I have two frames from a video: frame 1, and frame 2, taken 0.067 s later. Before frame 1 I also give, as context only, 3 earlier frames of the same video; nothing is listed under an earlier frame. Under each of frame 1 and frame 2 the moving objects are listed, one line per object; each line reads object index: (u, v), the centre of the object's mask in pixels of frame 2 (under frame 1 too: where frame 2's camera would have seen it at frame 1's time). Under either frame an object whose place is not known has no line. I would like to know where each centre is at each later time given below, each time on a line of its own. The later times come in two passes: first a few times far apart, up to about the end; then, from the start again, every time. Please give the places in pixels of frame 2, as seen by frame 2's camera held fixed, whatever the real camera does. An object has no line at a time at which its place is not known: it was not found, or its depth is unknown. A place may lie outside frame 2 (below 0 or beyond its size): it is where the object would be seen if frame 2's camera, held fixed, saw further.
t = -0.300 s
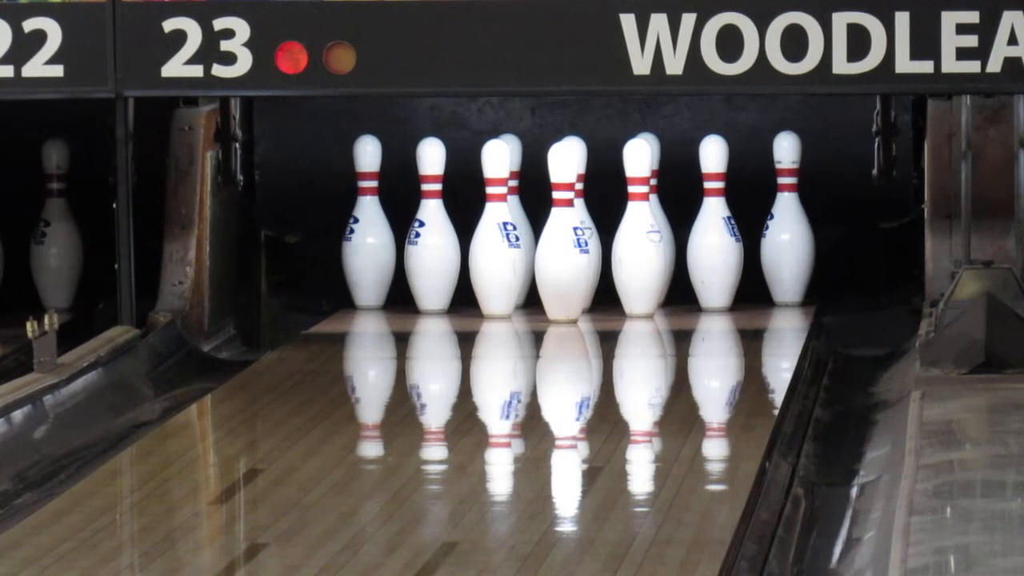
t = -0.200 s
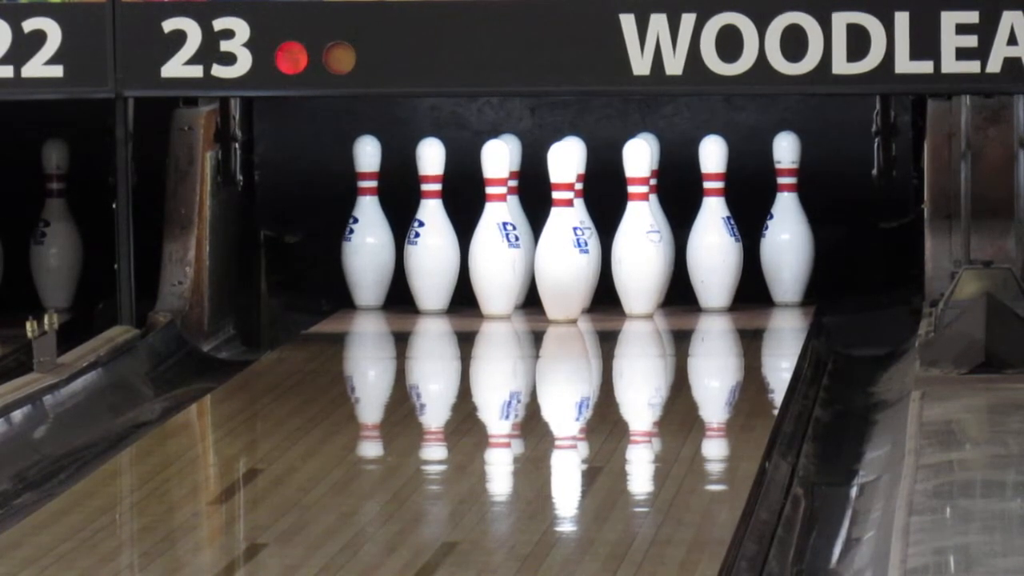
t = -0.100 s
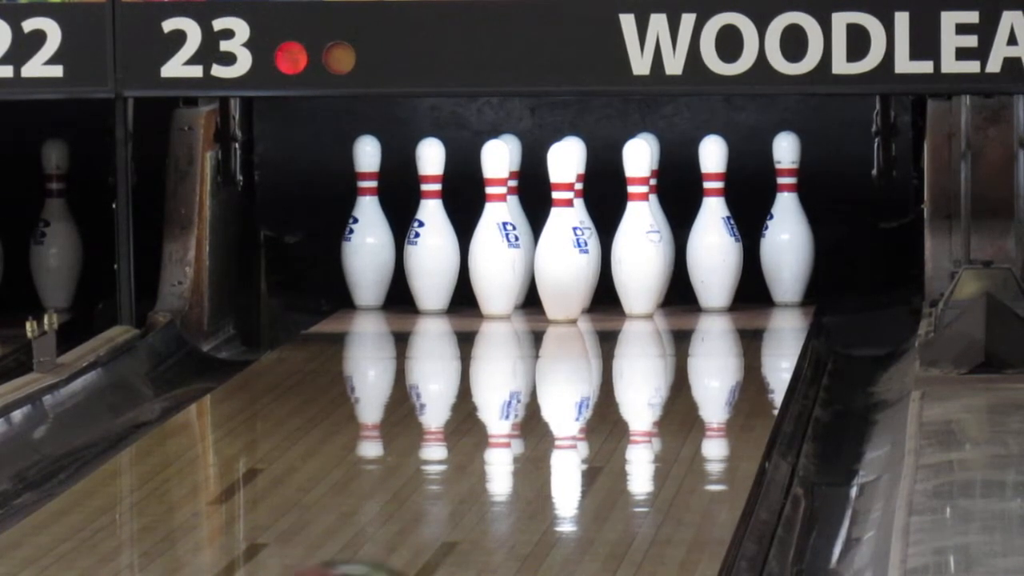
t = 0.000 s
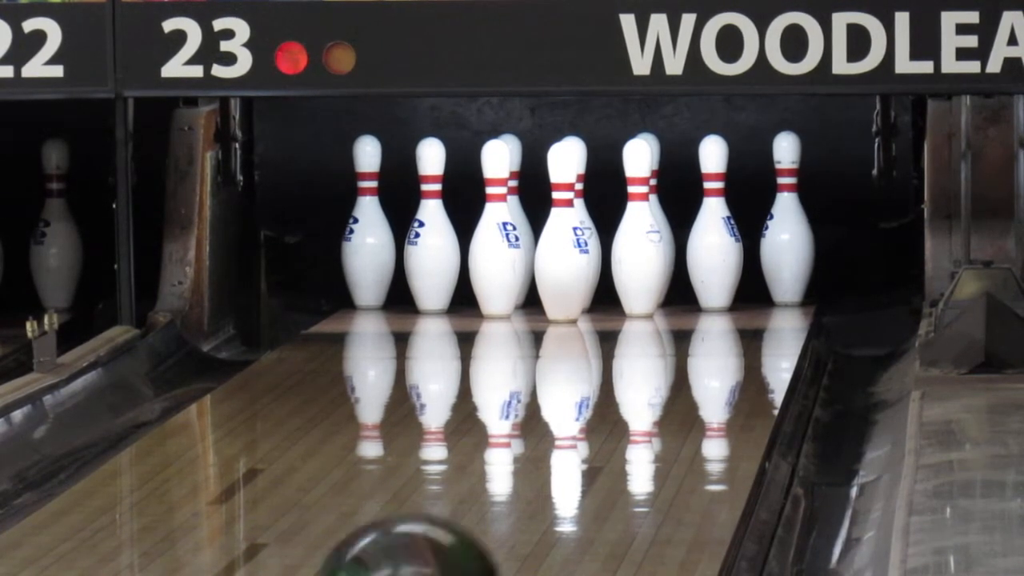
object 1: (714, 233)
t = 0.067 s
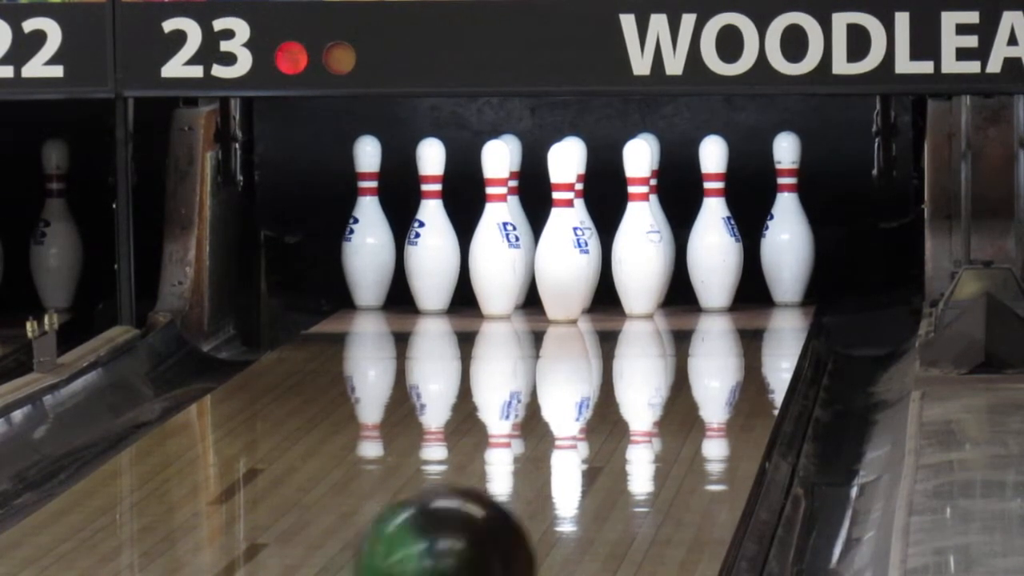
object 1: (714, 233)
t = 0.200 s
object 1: (714, 233)
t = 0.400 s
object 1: (714, 233)
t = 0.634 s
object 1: (714, 233)
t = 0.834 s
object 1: (714, 233)
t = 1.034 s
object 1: (714, 234)
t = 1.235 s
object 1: (714, 233)
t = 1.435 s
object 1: (762, 232)
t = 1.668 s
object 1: (834, 273)
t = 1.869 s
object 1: (870, 315)
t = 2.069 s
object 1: (870, 324)
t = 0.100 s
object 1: (714, 233)
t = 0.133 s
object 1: (714, 233)
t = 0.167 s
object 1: (714, 233)
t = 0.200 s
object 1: (714, 233)
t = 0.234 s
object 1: (714, 233)
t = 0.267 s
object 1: (714, 233)
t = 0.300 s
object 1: (714, 233)
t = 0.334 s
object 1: (714, 233)
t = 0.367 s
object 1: (714, 233)
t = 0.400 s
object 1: (714, 233)
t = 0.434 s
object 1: (714, 233)
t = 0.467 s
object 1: (714, 233)
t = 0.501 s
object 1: (714, 233)
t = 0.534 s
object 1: (714, 233)
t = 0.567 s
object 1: (714, 233)
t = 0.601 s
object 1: (714, 233)
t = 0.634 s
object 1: (714, 233)
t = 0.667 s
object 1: (714, 233)
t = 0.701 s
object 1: (714, 233)
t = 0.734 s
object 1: (714, 233)
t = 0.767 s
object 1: (714, 233)
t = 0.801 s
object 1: (714, 233)
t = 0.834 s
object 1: (714, 233)
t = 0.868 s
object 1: (714, 233)
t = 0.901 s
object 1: (714, 233)
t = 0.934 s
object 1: (714, 233)
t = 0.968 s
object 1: (714, 233)
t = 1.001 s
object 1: (714, 233)
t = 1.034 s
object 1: (714, 234)
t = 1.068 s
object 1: (714, 233)
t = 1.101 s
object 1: (714, 234)
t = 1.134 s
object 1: (714, 234)
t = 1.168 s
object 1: (714, 233)
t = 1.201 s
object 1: (714, 233)
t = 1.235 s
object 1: (714, 233)
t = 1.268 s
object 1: (714, 233)
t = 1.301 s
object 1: (714, 233)
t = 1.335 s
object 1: (714, 233)
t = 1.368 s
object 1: (715, 233)
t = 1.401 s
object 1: (726, 234)
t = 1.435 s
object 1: (762, 232)
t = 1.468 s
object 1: (797, 234)
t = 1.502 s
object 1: (829, 244)
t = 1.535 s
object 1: (853, 256)
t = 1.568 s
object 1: (850, 276)
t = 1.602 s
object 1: (842, 271)
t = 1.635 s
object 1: (835, 272)
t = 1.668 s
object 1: (834, 273)
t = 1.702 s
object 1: (837, 278)
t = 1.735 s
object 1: (839, 288)
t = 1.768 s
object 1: (846, 300)
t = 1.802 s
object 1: (867, 313)
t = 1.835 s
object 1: (871, 313)
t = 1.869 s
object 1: (870, 315)
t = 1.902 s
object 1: (875, 316)
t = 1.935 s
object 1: (877, 315)
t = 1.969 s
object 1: (876, 318)
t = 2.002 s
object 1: (870, 326)
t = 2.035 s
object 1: (870, 324)
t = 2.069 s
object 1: (870, 324)
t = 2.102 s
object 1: (869, 322)
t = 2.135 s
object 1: (869, 325)
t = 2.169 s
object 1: (870, 325)
